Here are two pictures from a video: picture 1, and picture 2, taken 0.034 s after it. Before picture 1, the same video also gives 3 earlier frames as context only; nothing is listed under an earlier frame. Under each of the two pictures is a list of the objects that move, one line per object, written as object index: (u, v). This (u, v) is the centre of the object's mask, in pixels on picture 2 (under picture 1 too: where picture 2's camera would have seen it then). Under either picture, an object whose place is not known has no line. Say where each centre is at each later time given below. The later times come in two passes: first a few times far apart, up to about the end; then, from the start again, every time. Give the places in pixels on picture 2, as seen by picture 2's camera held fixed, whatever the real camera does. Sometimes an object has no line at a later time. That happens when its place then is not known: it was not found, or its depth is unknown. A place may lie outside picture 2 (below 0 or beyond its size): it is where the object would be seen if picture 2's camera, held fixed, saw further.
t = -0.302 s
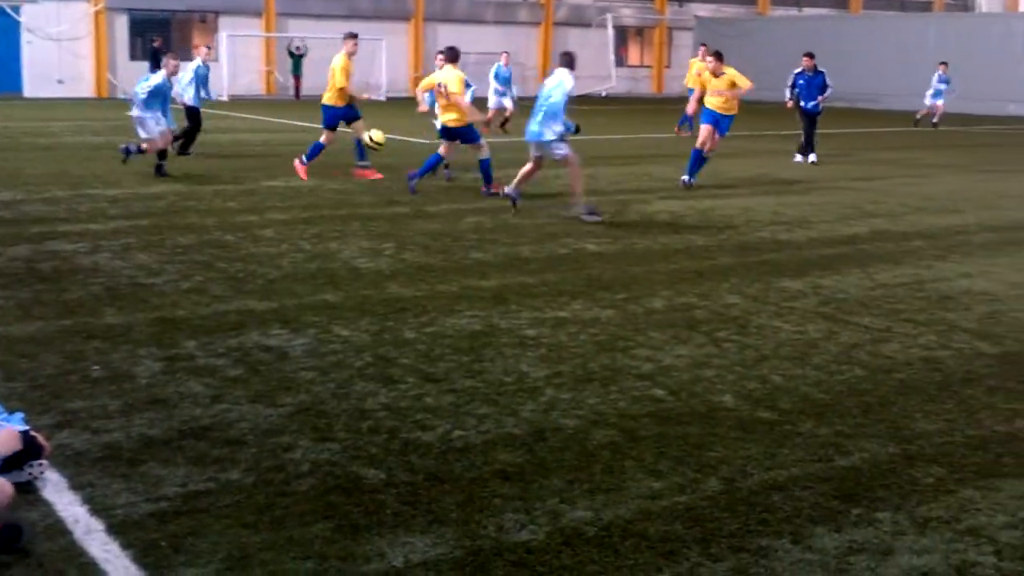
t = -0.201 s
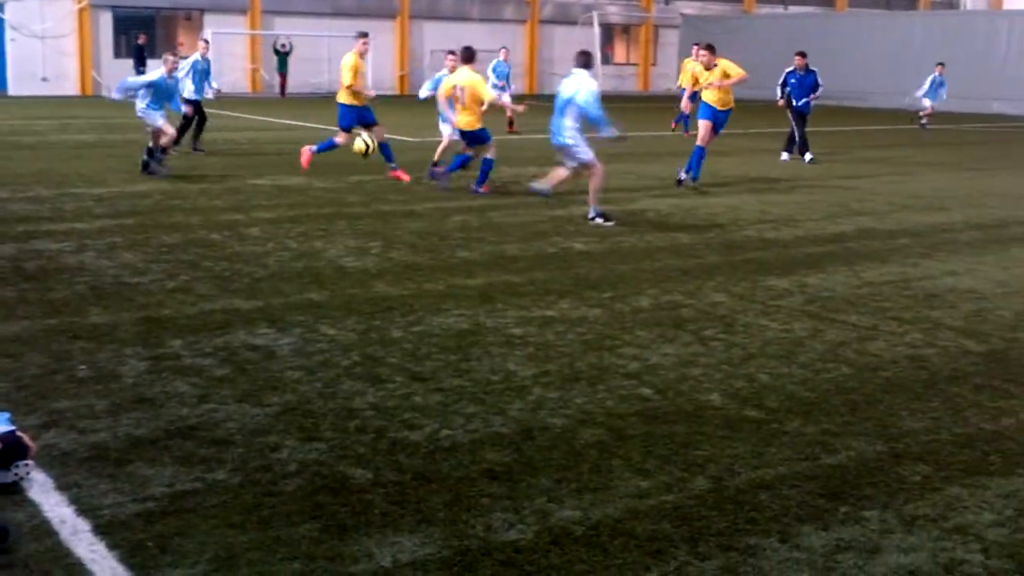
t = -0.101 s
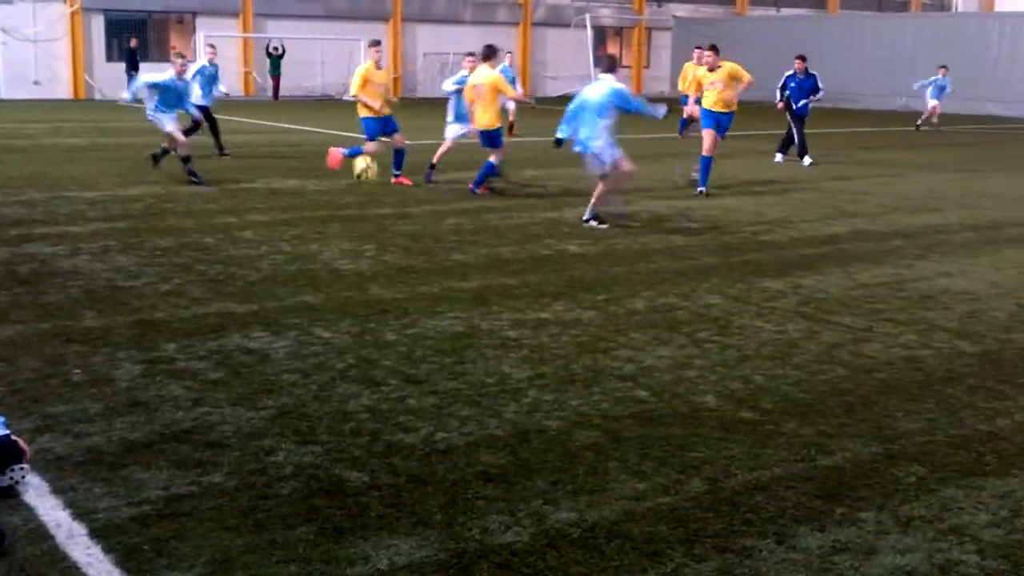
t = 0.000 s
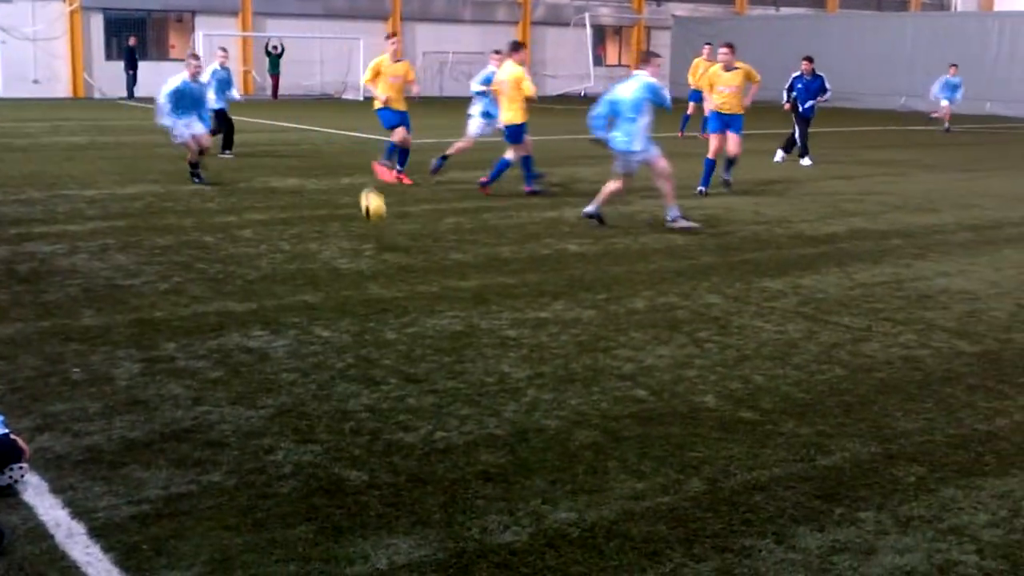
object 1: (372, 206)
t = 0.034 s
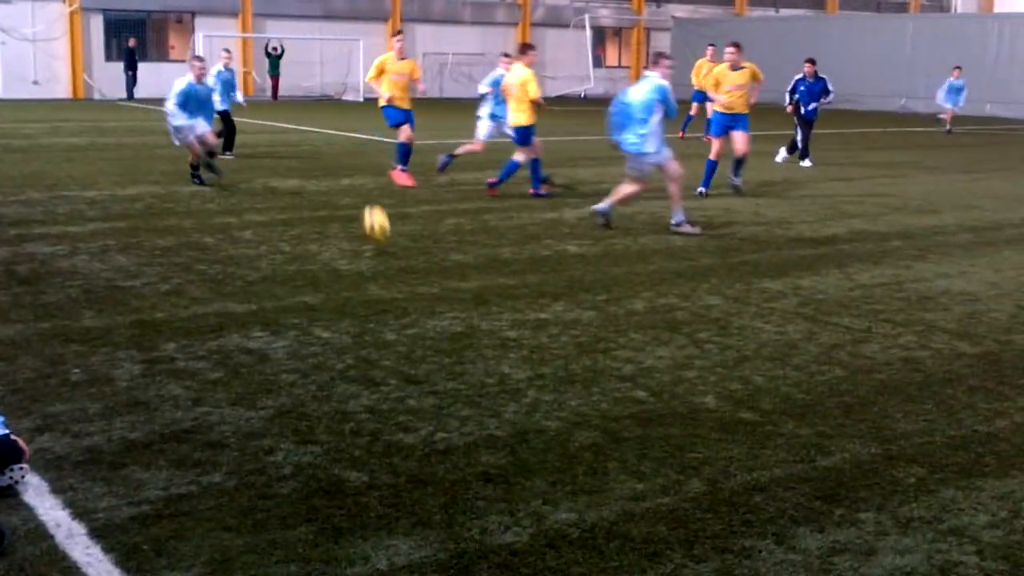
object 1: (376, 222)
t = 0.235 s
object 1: (396, 220)
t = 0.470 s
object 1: (424, 233)
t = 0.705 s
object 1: (458, 307)
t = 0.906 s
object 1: (490, 319)
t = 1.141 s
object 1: (541, 385)
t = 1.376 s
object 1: (613, 480)
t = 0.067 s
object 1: (379, 242)
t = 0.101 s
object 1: (384, 249)
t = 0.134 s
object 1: (385, 239)
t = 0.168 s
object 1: (389, 231)
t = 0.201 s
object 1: (394, 225)
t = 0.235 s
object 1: (396, 220)
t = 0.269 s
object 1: (400, 218)
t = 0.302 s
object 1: (404, 216)
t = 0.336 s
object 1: (408, 217)
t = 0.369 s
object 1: (411, 217)
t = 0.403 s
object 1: (415, 222)
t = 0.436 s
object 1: (419, 226)
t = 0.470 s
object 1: (424, 233)
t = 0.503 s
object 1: (429, 242)
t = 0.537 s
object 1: (432, 253)
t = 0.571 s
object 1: (438, 267)
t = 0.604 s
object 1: (443, 284)
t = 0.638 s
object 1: (448, 303)
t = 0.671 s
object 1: (452, 311)
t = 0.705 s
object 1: (458, 307)
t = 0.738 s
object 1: (462, 304)
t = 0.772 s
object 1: (467, 302)
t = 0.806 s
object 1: (472, 303)
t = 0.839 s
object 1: (478, 307)
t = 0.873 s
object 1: (483, 310)
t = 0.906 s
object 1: (490, 319)
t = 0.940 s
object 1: (496, 329)
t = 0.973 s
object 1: (502, 342)
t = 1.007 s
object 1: (509, 357)
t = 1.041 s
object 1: (517, 381)
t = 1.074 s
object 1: (525, 387)
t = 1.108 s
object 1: (532, 385)
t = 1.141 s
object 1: (541, 385)
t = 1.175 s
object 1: (549, 387)
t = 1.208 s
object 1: (558, 395)
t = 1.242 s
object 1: (569, 405)
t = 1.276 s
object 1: (578, 419)
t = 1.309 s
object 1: (589, 437)
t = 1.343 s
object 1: (601, 458)
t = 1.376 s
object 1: (613, 480)
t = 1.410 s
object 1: (627, 486)
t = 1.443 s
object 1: (640, 493)
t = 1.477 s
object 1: (655, 507)
